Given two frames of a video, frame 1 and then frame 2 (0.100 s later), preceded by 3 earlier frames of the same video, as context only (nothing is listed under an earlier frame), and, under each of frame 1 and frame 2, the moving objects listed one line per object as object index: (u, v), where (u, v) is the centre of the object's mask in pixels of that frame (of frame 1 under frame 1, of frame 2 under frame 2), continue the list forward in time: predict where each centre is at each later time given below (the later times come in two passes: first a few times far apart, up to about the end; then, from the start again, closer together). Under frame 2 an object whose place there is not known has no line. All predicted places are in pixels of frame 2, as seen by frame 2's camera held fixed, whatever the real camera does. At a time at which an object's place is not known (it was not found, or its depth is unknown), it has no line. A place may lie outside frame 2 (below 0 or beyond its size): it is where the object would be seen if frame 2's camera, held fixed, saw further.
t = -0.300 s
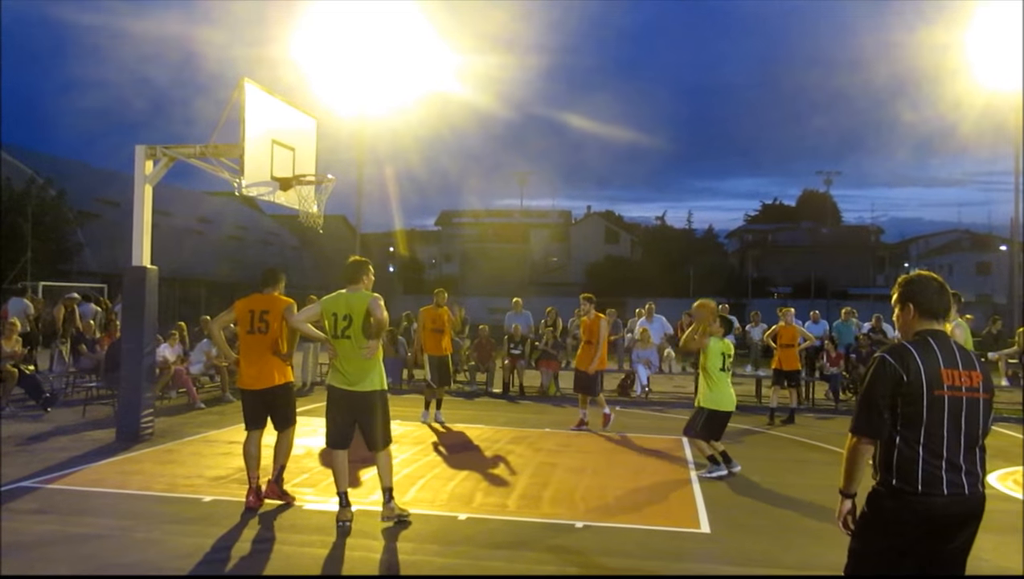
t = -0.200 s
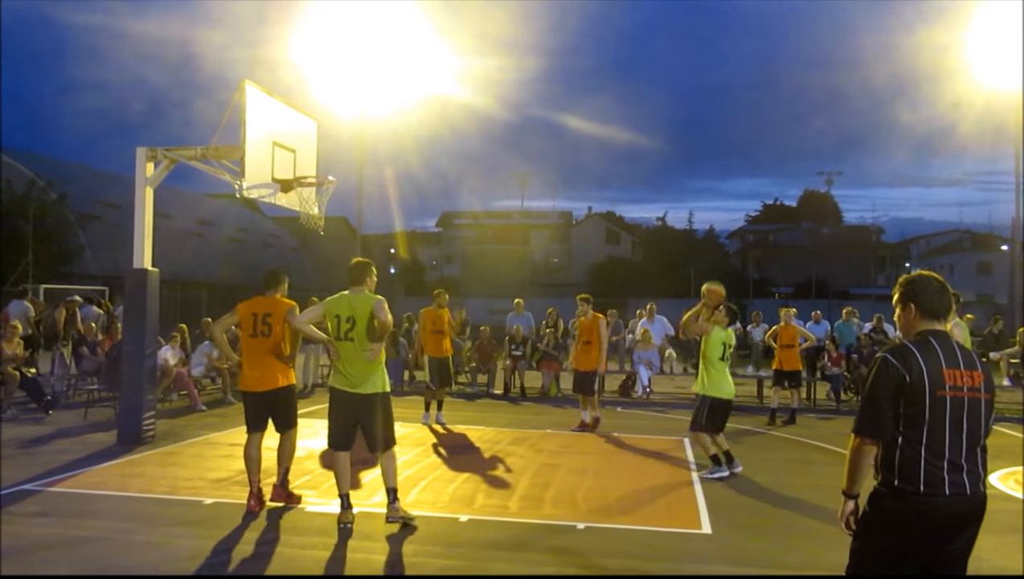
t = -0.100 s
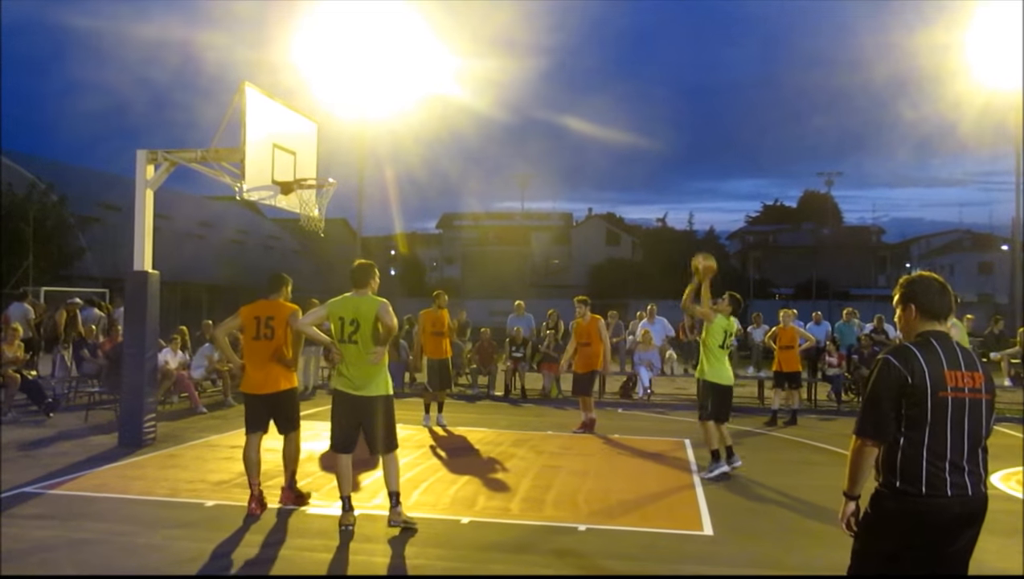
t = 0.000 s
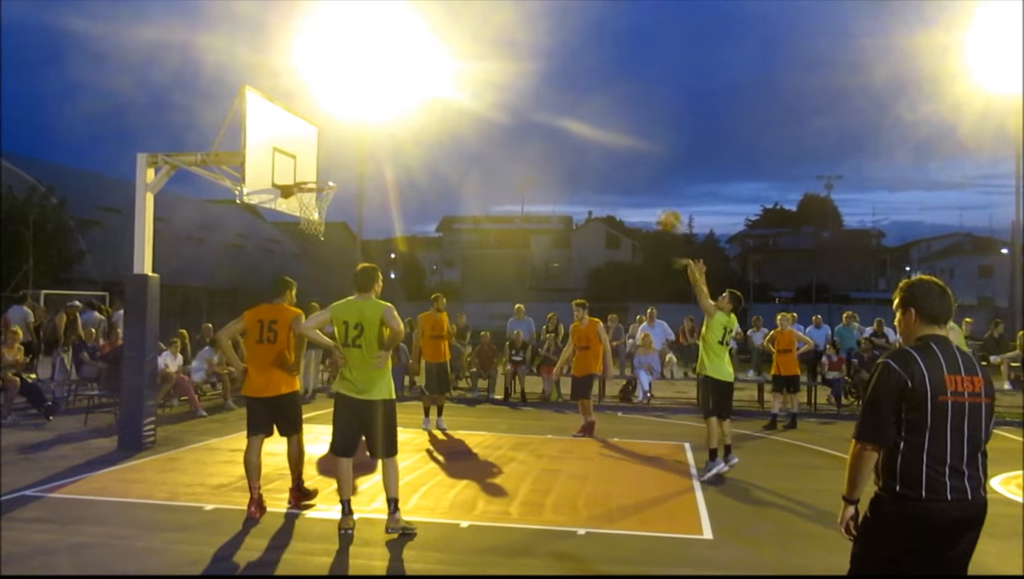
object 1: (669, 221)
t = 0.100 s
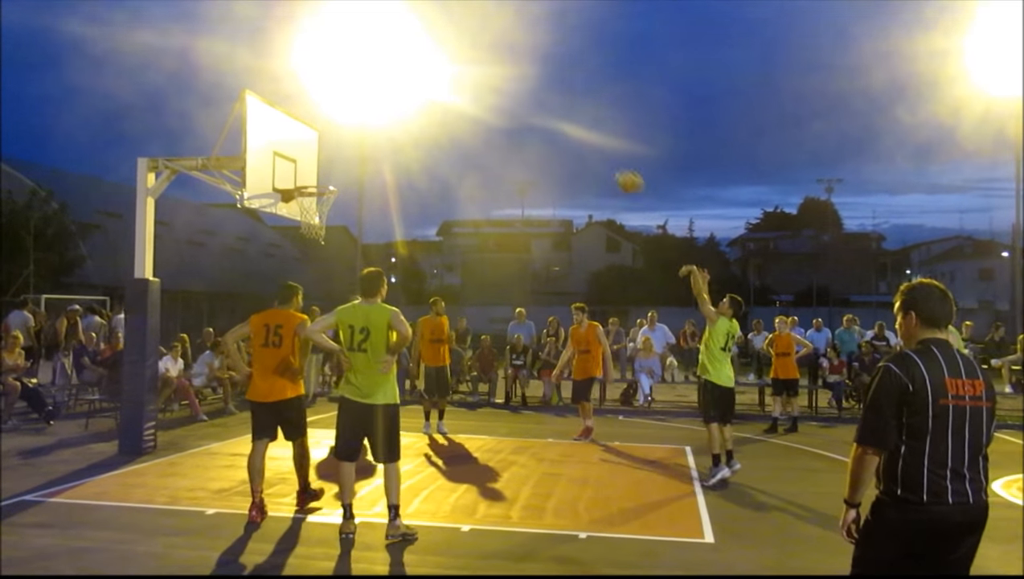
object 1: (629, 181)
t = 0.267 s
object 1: (564, 133)
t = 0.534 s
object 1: (465, 109)
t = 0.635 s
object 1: (428, 117)
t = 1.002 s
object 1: (306, 196)
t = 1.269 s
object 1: (325, 202)
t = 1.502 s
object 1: (332, 217)
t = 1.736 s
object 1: (316, 255)
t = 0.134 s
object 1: (615, 170)
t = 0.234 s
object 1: (577, 139)
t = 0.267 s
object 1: (564, 133)
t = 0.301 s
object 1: (550, 126)
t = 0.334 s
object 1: (536, 121)
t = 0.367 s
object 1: (525, 117)
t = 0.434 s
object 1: (499, 110)
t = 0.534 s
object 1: (465, 109)
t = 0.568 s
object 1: (451, 111)
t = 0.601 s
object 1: (439, 113)
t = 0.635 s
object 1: (428, 117)
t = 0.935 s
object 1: (321, 183)
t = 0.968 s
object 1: (312, 187)
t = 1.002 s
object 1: (306, 196)
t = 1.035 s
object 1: (302, 202)
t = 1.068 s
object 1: (301, 204)
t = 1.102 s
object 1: (303, 206)
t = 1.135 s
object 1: (306, 205)
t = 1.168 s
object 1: (310, 204)
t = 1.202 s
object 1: (316, 203)
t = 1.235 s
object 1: (321, 203)
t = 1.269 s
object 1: (325, 202)
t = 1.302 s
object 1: (327, 202)
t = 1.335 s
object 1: (329, 202)
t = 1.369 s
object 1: (330, 203)
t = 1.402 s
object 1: (331, 205)
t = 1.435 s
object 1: (332, 208)
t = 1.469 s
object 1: (333, 212)
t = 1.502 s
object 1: (332, 217)
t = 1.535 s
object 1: (330, 219)
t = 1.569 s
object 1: (328, 223)
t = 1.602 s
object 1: (326, 228)
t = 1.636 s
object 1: (323, 233)
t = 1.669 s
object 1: (321, 239)
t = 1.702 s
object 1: (319, 247)
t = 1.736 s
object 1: (316, 255)
